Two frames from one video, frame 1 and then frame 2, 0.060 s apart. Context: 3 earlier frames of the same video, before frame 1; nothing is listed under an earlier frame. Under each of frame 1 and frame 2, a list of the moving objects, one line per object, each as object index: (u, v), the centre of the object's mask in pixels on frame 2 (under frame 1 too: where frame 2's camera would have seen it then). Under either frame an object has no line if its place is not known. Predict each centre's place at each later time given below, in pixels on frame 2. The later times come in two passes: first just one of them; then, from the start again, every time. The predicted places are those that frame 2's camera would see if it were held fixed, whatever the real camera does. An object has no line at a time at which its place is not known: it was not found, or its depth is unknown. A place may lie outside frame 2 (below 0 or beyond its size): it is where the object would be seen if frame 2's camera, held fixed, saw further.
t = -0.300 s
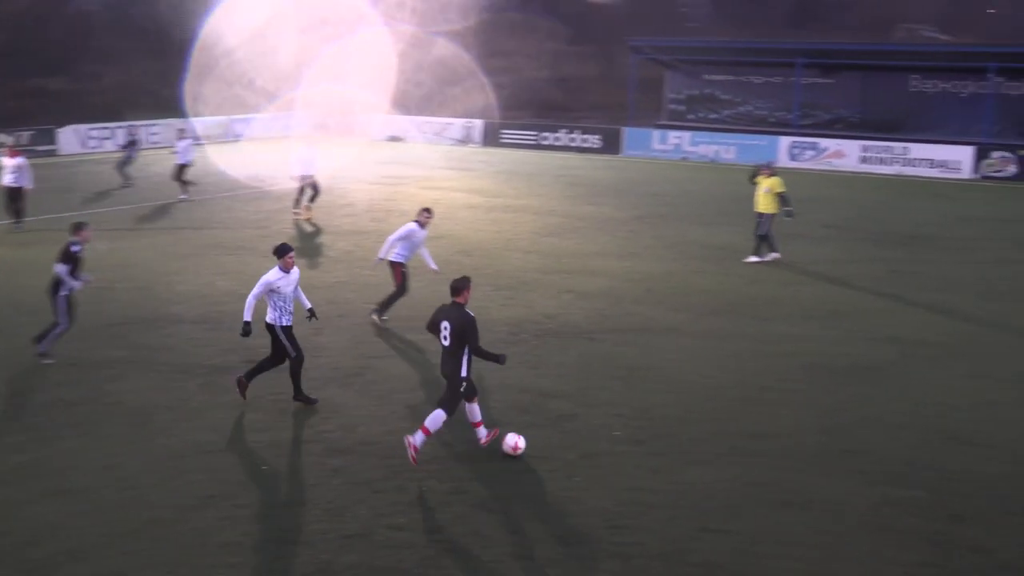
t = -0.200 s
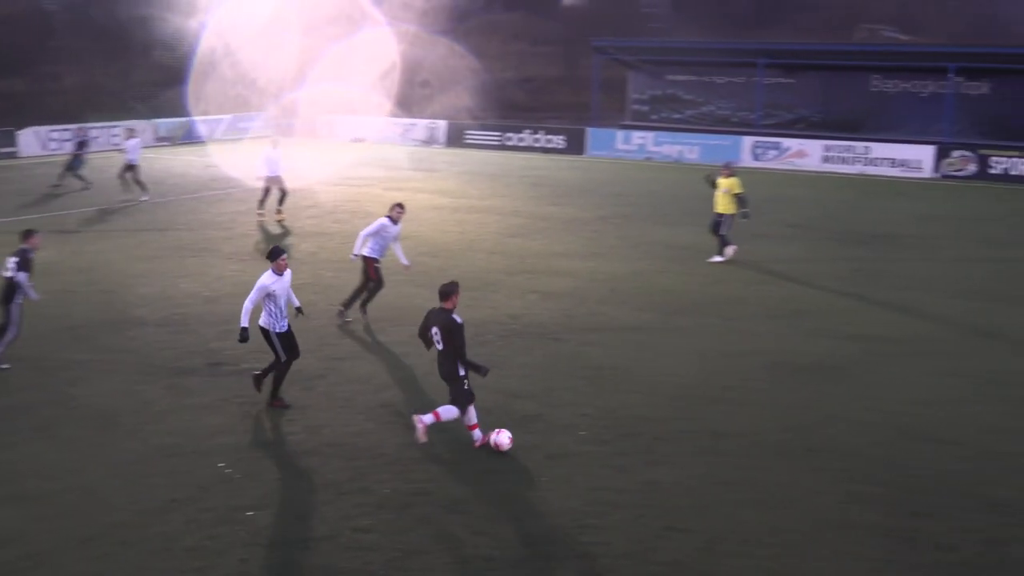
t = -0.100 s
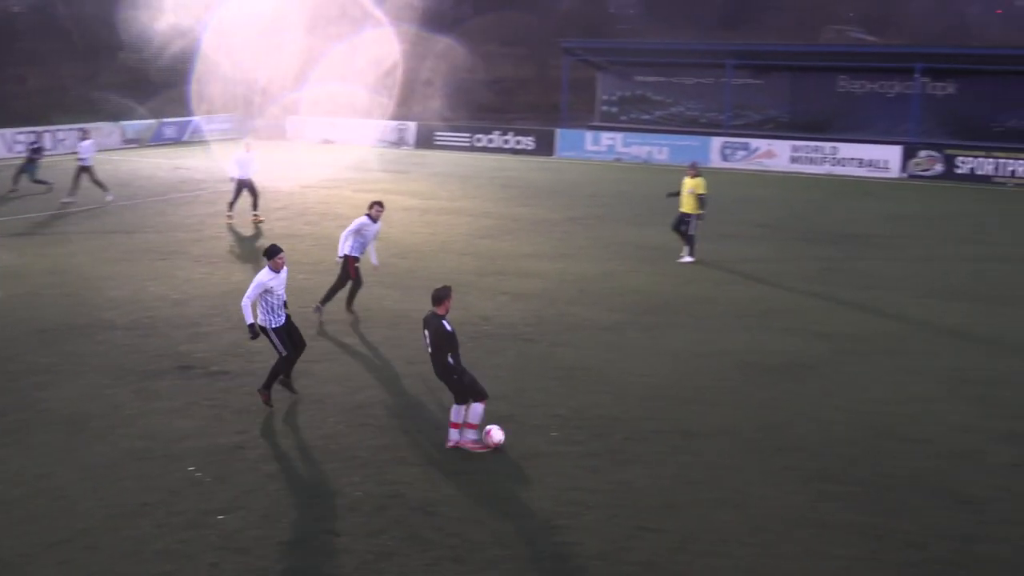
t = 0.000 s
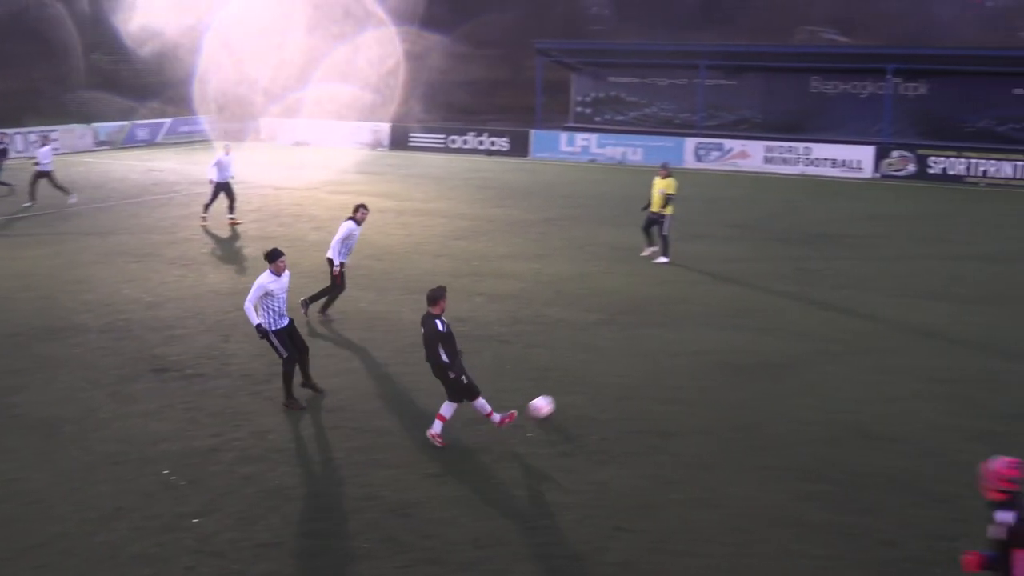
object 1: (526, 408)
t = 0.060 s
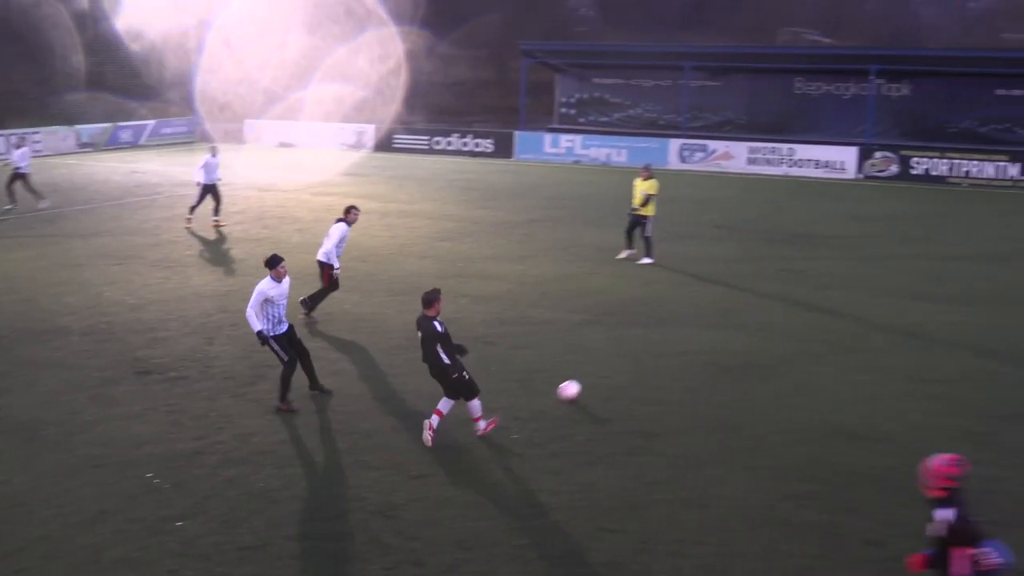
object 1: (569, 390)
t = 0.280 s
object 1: (684, 338)
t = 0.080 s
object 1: (582, 385)
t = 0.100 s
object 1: (594, 379)
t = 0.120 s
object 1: (607, 373)
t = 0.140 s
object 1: (617, 368)
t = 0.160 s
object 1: (628, 364)
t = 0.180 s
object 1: (638, 359)
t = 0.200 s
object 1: (648, 355)
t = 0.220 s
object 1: (657, 352)
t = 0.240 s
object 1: (666, 347)
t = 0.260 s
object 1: (675, 343)
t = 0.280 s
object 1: (684, 338)
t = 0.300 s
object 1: (692, 334)
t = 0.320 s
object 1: (700, 331)
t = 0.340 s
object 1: (708, 328)
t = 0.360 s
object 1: (715, 325)
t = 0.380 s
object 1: (722, 322)
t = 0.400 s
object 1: (728, 318)
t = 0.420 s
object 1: (735, 314)
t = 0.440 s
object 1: (741, 310)
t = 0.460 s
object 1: (747, 307)
